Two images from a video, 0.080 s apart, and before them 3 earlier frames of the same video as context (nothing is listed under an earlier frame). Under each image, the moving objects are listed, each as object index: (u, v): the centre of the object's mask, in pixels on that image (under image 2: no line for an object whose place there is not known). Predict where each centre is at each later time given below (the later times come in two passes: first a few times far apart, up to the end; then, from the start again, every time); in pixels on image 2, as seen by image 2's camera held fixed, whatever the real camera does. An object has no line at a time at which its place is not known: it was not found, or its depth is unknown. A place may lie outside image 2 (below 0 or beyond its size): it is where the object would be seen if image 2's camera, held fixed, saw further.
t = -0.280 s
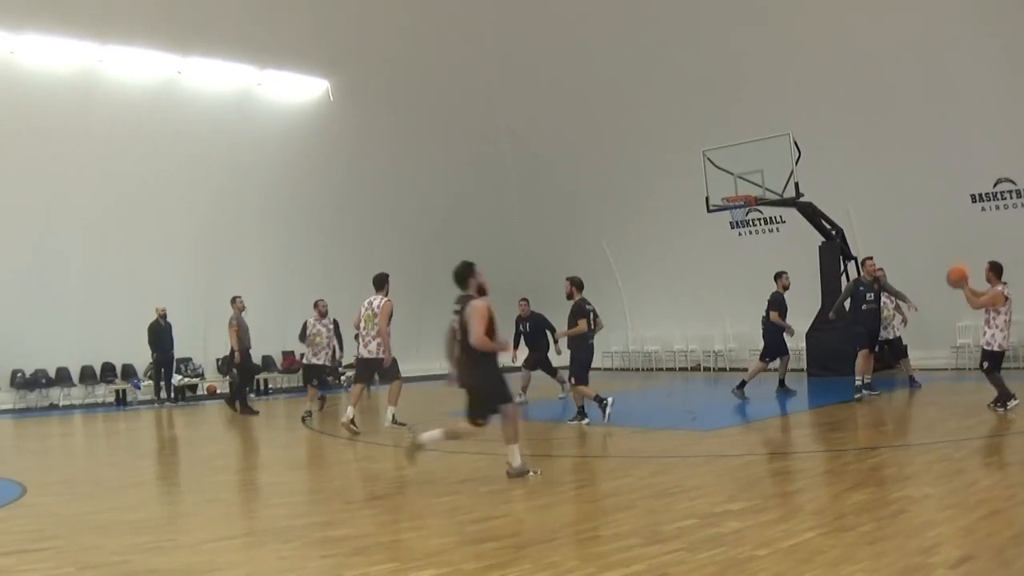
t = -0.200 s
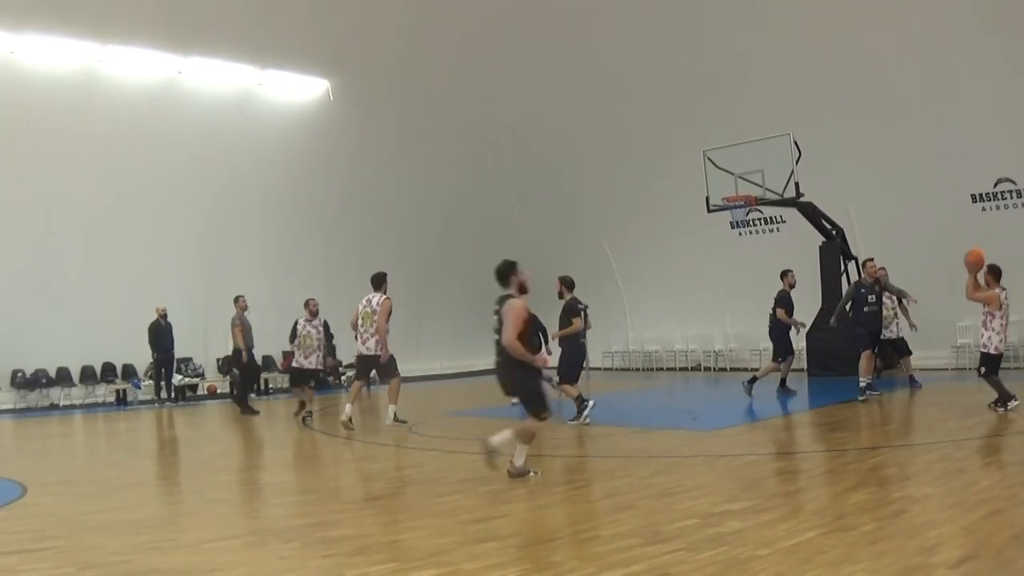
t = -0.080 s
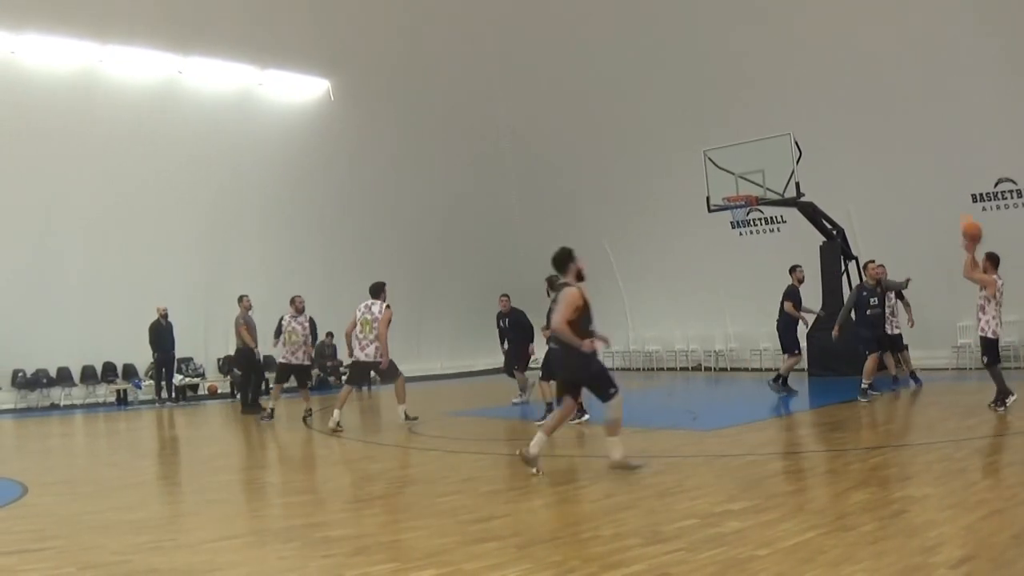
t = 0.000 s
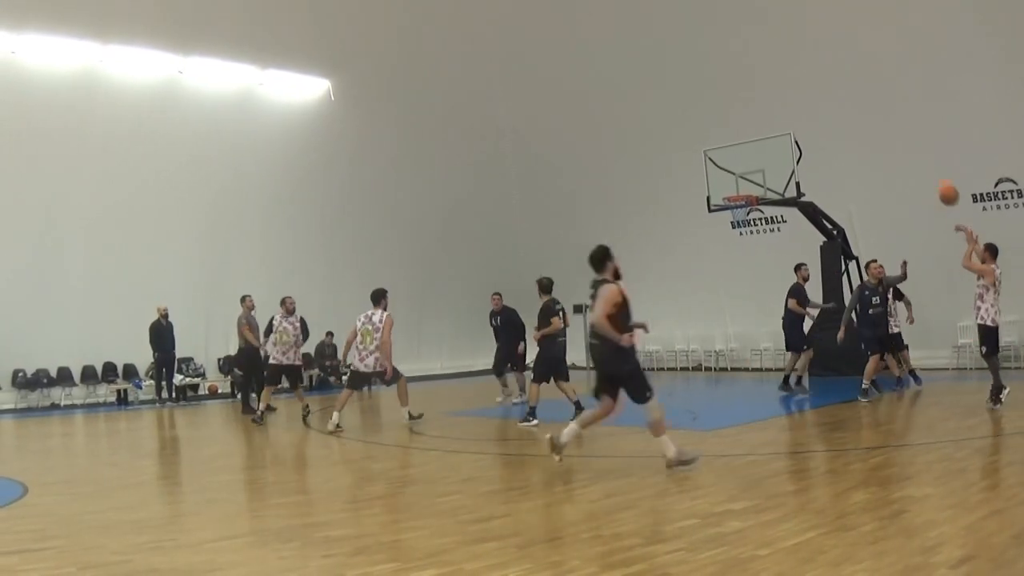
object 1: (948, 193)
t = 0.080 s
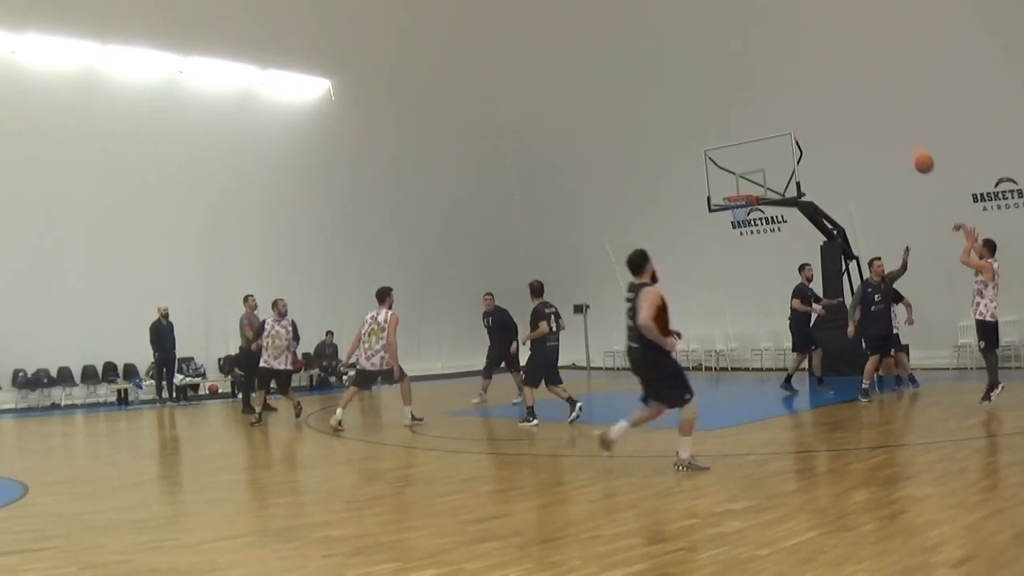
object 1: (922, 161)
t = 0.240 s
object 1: (878, 120)
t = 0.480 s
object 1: (821, 97)
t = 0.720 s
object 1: (775, 115)
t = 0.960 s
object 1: (738, 167)
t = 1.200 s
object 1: (715, 182)
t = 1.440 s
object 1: (700, 197)
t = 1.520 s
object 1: (696, 209)
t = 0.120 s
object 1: (911, 149)
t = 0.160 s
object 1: (900, 138)
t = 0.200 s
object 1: (889, 129)
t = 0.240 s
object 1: (878, 120)
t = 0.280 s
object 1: (868, 113)
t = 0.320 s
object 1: (857, 107)
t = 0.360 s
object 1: (848, 102)
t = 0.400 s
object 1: (838, 100)
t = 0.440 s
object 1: (830, 98)
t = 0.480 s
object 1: (821, 97)
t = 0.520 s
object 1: (812, 98)
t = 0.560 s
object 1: (804, 99)
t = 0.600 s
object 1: (797, 102)
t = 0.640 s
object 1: (789, 105)
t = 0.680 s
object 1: (782, 110)
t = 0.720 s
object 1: (775, 115)
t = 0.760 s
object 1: (768, 122)
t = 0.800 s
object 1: (762, 129)
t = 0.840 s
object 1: (756, 137)
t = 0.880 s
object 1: (749, 146)
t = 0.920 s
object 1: (744, 156)
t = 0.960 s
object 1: (738, 167)
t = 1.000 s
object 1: (732, 179)
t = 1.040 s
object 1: (726, 190)
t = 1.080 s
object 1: (723, 187)
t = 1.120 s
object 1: (720, 184)
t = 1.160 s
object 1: (717, 182)
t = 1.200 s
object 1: (715, 182)
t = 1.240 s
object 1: (712, 182)
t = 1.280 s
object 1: (710, 183)
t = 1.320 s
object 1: (707, 185)
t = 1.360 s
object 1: (704, 188)
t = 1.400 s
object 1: (702, 192)
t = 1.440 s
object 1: (700, 197)
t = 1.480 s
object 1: (698, 203)
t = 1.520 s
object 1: (696, 209)
